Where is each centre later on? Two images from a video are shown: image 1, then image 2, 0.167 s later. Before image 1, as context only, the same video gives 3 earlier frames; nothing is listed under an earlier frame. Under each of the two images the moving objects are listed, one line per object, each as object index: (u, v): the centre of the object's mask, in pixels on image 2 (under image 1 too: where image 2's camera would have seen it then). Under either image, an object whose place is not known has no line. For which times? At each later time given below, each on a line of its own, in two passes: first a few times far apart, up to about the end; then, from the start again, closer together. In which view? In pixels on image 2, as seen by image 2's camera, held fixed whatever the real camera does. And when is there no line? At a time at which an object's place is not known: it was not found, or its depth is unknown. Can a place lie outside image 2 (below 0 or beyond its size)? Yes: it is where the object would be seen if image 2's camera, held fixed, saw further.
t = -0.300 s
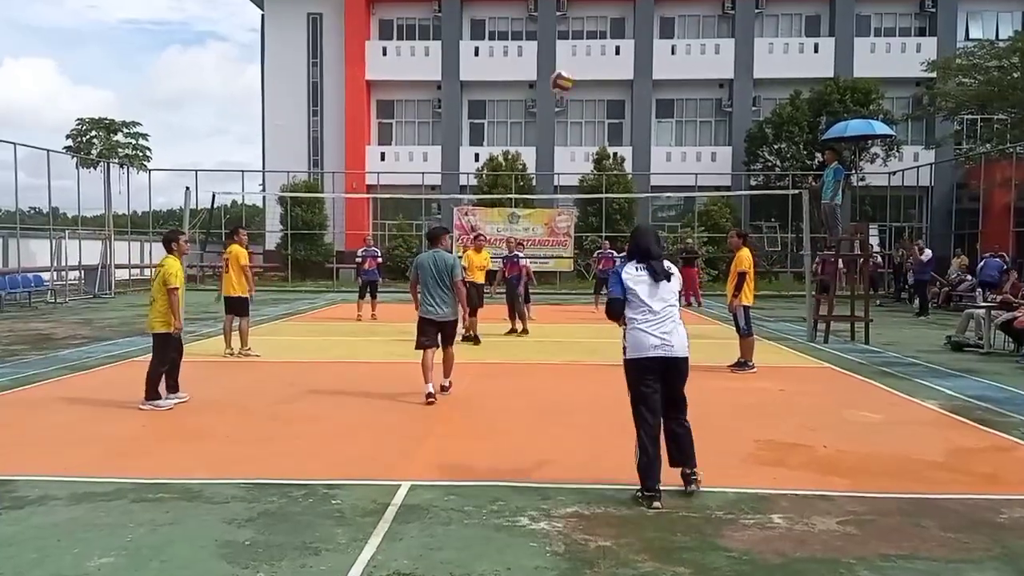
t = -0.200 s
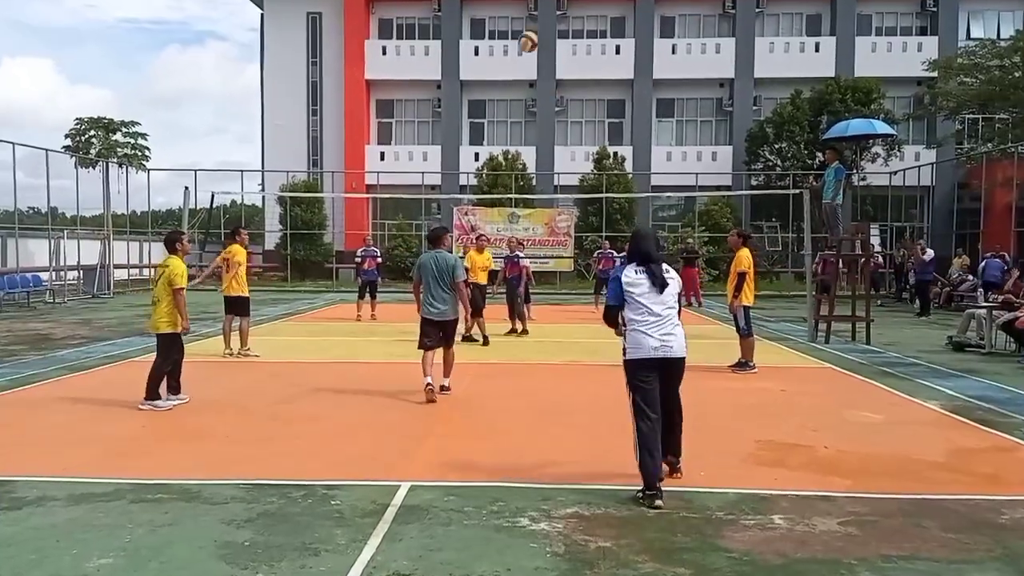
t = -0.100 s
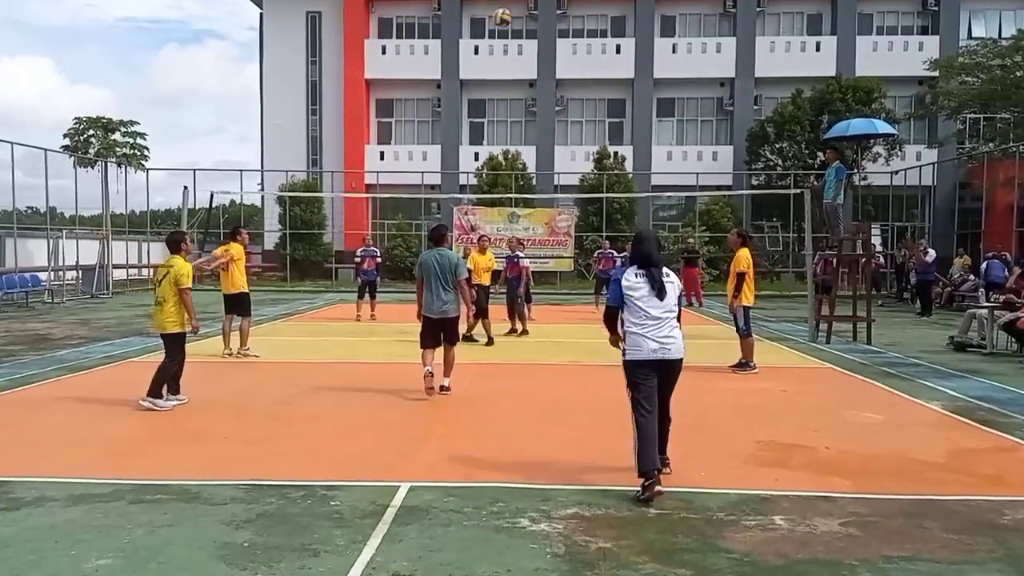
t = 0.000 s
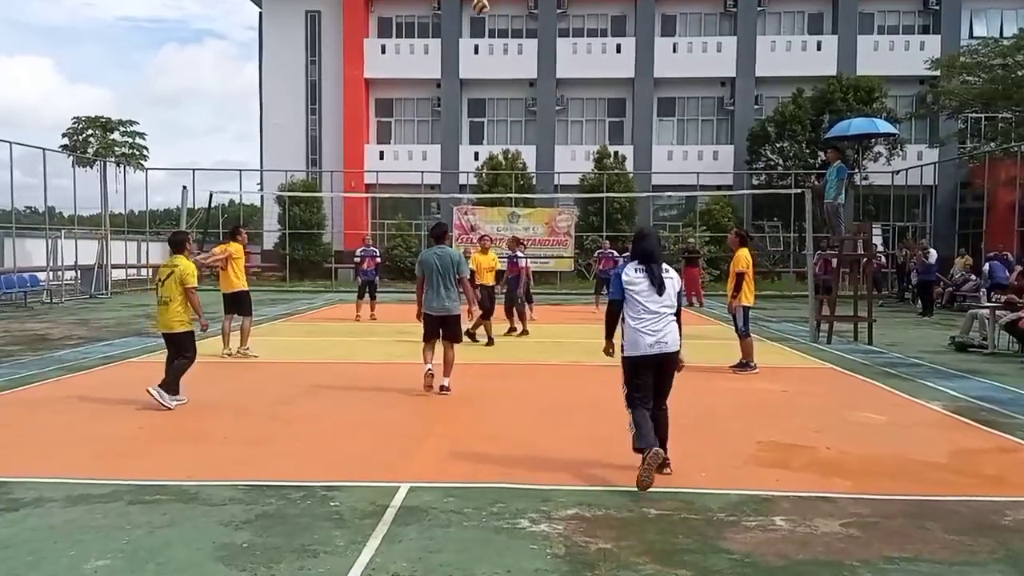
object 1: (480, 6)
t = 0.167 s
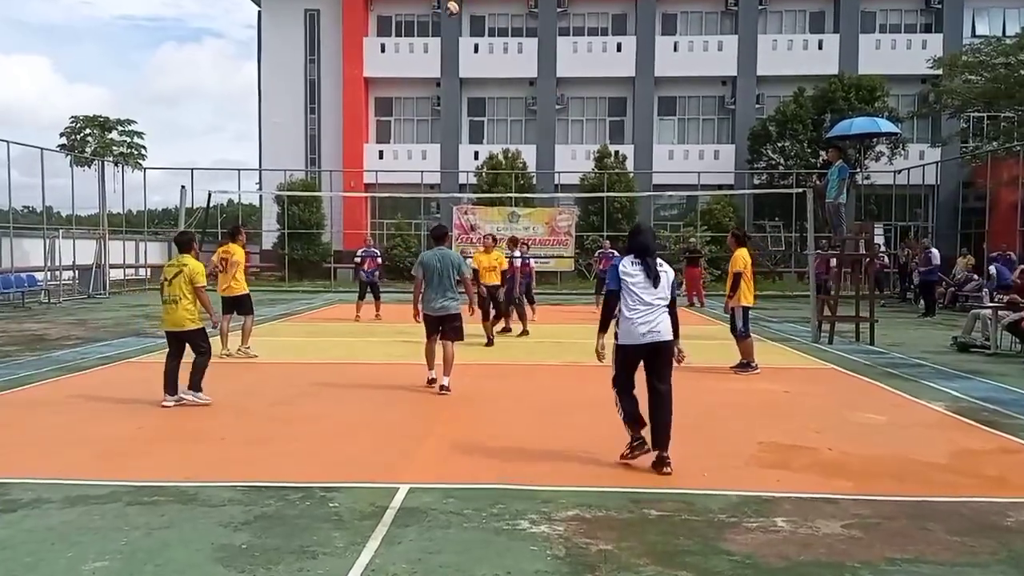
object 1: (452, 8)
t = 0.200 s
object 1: (446, 11)
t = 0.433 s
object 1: (415, 48)
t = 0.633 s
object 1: (396, 92)
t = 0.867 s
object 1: (376, 155)
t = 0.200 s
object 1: (446, 11)
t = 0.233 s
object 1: (441, 15)
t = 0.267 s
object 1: (437, 18)
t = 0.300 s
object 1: (432, 24)
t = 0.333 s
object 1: (428, 30)
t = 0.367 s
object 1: (424, 35)
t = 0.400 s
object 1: (418, 43)
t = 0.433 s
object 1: (415, 48)
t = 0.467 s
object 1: (412, 56)
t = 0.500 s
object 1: (408, 62)
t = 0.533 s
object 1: (404, 70)
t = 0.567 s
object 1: (401, 77)
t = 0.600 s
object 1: (398, 84)
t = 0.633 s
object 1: (396, 92)
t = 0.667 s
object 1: (392, 102)
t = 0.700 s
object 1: (390, 109)
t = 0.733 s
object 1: (387, 118)
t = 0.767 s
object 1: (384, 127)
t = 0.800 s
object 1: (382, 136)
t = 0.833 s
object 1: (379, 147)
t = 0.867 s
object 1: (376, 155)
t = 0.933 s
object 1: (373, 165)
